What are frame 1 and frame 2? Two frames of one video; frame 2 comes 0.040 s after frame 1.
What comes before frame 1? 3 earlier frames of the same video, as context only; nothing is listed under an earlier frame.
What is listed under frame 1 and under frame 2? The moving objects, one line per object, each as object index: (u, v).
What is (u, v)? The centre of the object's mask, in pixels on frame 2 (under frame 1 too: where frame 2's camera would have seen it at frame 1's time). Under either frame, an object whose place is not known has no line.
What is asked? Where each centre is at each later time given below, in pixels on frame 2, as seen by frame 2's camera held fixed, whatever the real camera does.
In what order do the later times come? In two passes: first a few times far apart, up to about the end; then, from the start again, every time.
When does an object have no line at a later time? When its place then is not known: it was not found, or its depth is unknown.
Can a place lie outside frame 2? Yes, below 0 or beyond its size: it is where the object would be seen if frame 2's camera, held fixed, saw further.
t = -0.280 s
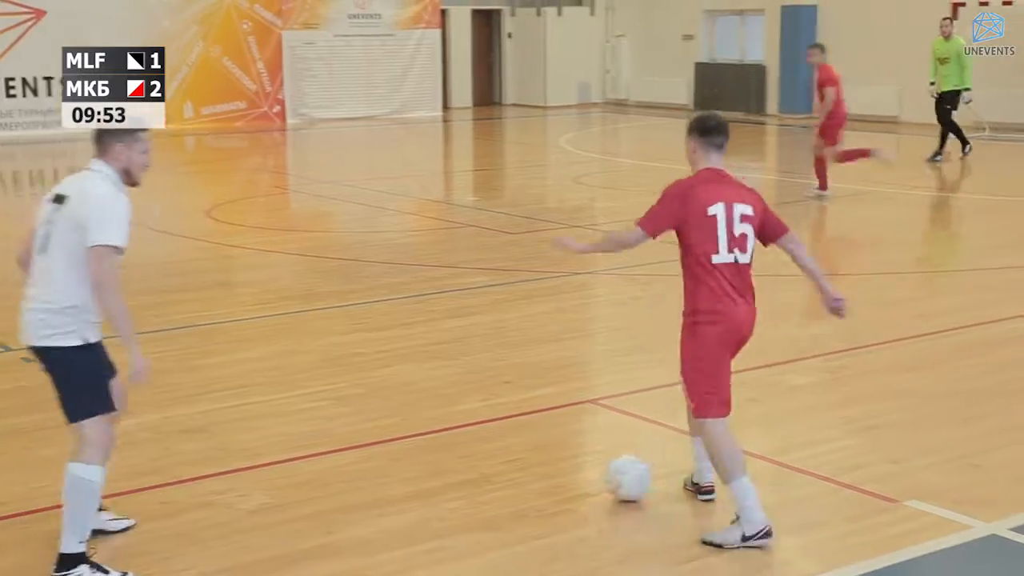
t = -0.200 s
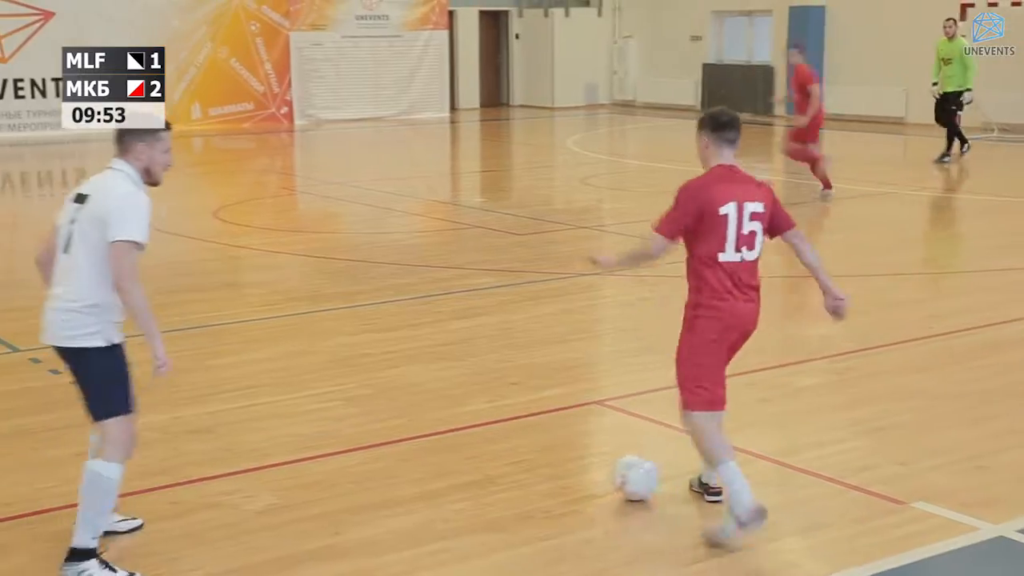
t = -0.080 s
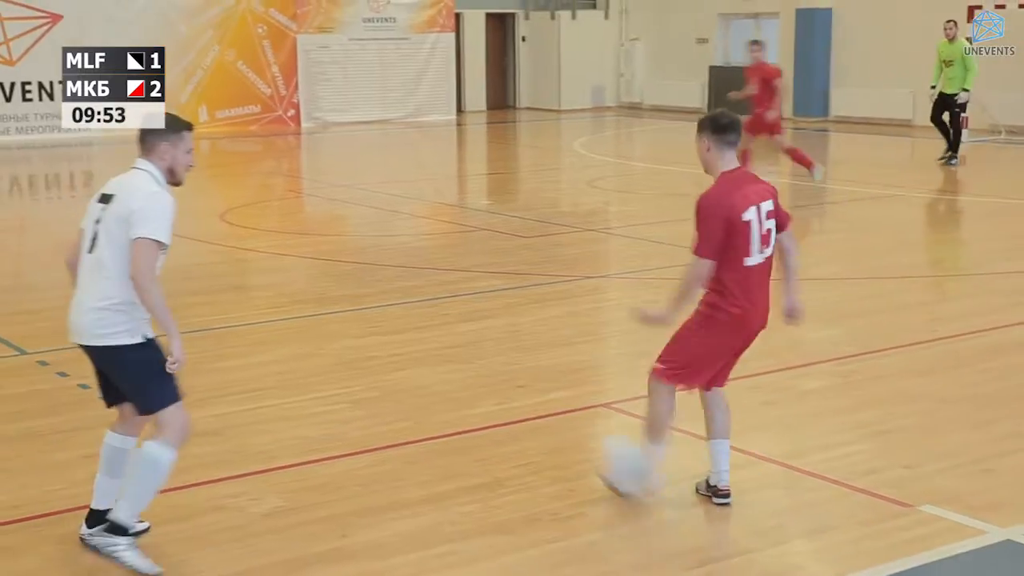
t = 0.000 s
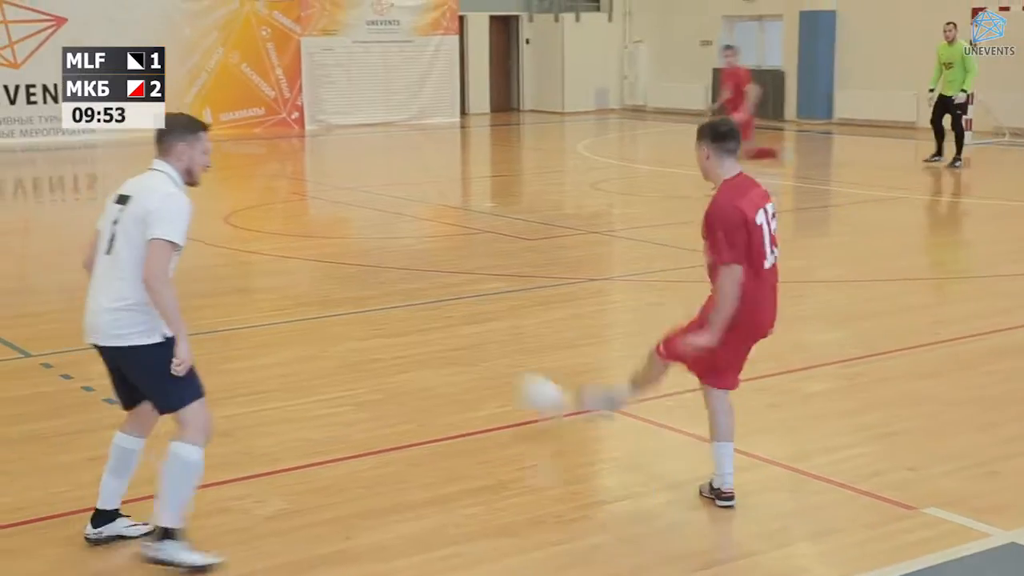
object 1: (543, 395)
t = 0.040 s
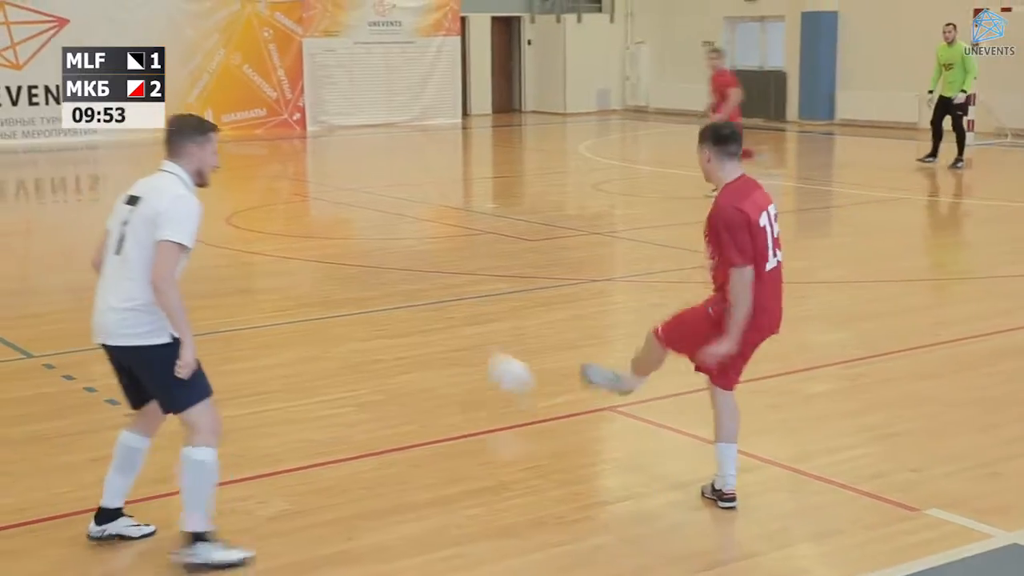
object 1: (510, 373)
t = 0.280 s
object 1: (368, 297)
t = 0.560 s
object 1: (287, 247)
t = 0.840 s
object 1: (246, 214)
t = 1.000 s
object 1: (231, 201)
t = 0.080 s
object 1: (479, 357)
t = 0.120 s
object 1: (450, 342)
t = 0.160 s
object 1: (425, 333)
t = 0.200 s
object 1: (403, 322)
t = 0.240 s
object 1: (386, 309)
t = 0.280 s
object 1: (368, 297)
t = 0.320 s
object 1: (352, 289)
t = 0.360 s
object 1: (339, 280)
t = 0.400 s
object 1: (327, 272)
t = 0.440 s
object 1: (315, 265)
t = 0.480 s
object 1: (305, 259)
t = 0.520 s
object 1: (296, 252)
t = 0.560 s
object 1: (287, 247)
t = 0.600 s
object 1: (280, 241)
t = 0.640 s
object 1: (273, 236)
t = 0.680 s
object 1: (267, 231)
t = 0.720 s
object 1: (261, 226)
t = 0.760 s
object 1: (256, 222)
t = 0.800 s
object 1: (250, 218)
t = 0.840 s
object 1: (246, 214)
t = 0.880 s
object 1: (242, 211)
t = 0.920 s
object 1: (238, 207)
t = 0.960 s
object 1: (234, 204)
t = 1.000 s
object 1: (231, 201)
